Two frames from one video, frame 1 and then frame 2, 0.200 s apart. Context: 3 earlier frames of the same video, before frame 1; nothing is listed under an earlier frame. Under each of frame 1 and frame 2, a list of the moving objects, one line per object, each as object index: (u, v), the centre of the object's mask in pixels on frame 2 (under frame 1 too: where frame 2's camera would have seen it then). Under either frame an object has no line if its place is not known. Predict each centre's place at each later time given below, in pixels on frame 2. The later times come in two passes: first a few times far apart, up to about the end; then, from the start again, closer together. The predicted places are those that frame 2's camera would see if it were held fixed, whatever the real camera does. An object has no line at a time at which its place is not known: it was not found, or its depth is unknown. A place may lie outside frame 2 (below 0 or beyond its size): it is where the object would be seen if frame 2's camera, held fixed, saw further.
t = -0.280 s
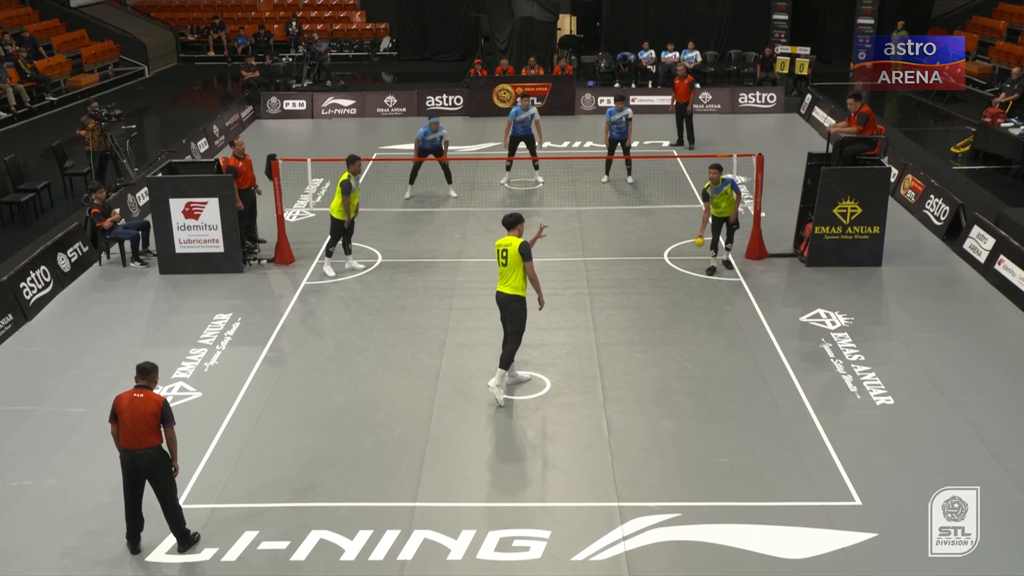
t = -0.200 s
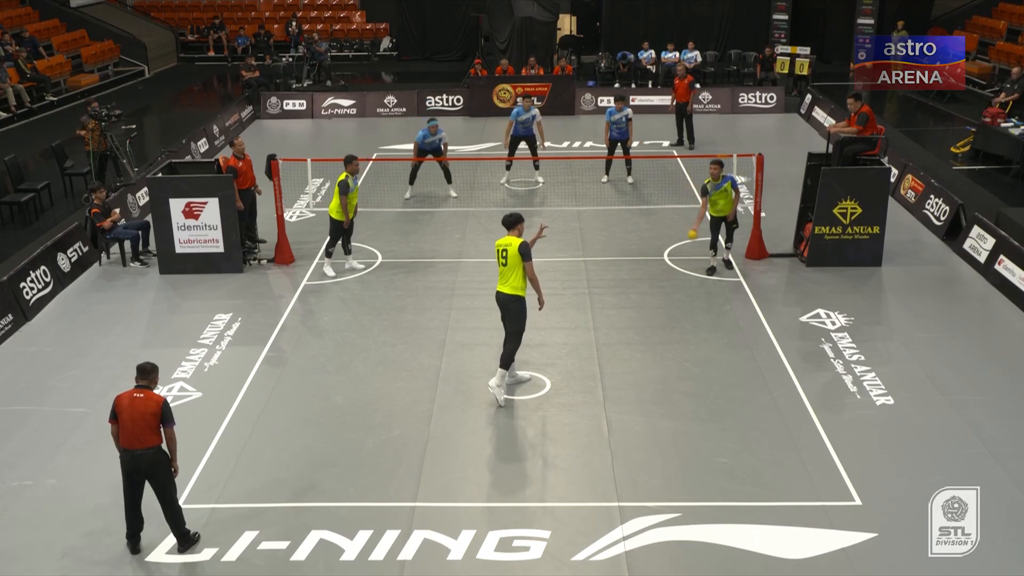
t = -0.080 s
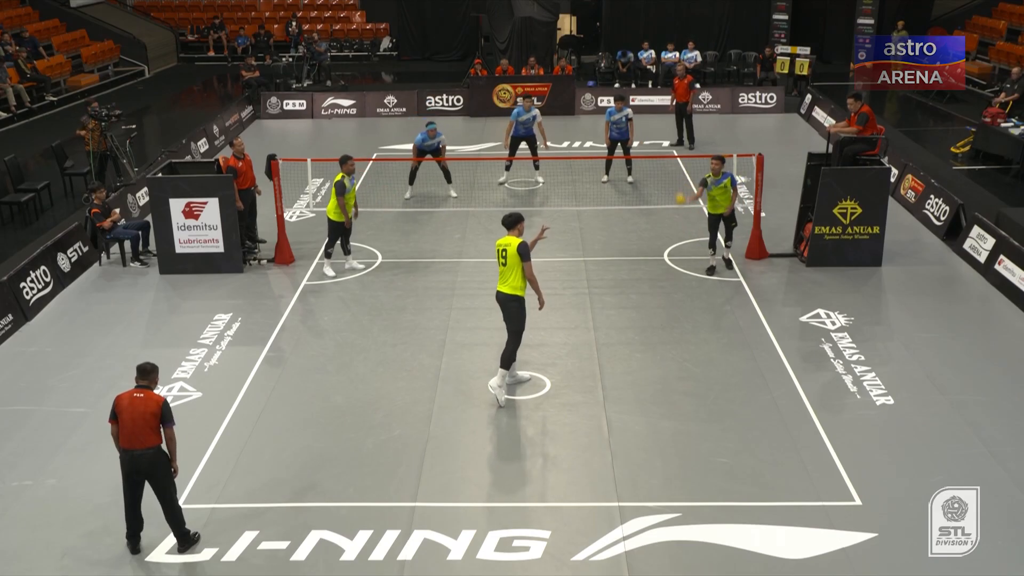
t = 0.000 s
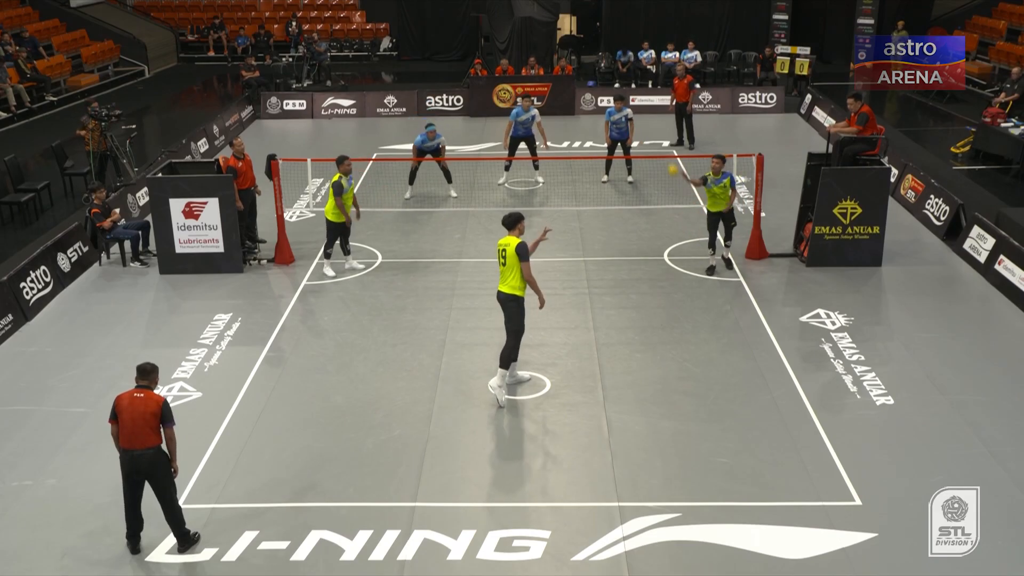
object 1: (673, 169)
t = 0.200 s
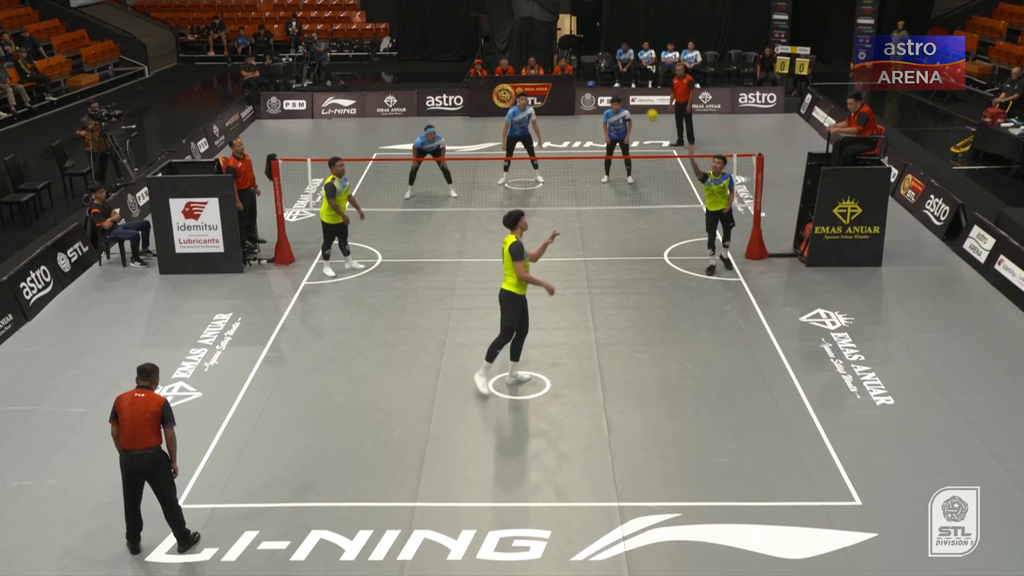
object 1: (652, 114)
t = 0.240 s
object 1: (648, 107)
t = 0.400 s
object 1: (629, 88)
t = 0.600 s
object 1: (603, 93)
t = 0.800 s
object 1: (576, 135)
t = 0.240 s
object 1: (648, 107)
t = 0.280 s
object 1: (640, 100)
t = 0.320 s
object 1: (637, 95)
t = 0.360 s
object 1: (634, 91)
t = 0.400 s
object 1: (629, 88)
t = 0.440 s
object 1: (624, 86)
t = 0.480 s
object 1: (619, 86)
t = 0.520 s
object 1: (614, 87)
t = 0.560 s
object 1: (608, 89)
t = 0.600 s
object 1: (603, 93)
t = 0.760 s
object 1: (581, 124)
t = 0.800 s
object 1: (576, 135)
